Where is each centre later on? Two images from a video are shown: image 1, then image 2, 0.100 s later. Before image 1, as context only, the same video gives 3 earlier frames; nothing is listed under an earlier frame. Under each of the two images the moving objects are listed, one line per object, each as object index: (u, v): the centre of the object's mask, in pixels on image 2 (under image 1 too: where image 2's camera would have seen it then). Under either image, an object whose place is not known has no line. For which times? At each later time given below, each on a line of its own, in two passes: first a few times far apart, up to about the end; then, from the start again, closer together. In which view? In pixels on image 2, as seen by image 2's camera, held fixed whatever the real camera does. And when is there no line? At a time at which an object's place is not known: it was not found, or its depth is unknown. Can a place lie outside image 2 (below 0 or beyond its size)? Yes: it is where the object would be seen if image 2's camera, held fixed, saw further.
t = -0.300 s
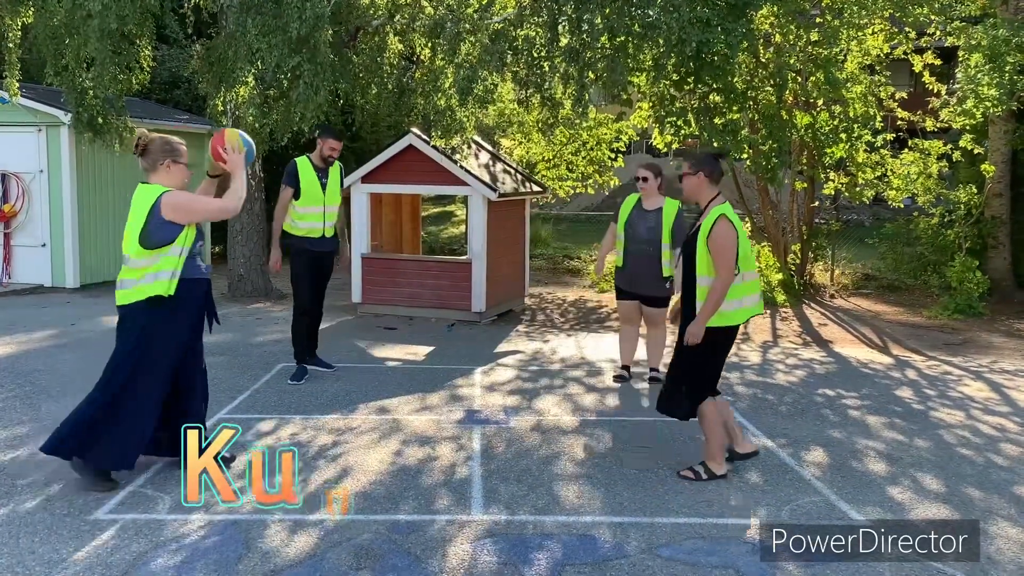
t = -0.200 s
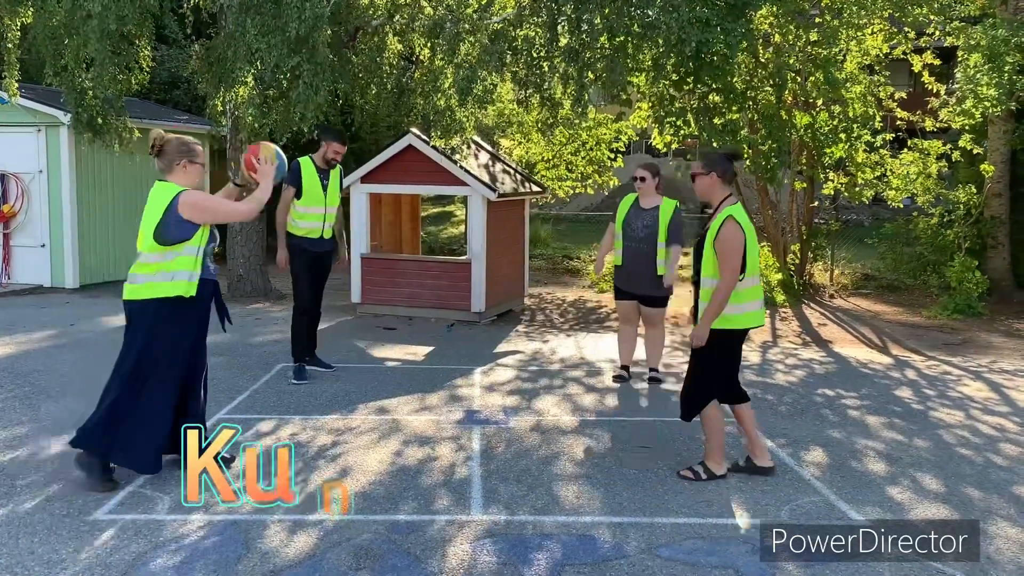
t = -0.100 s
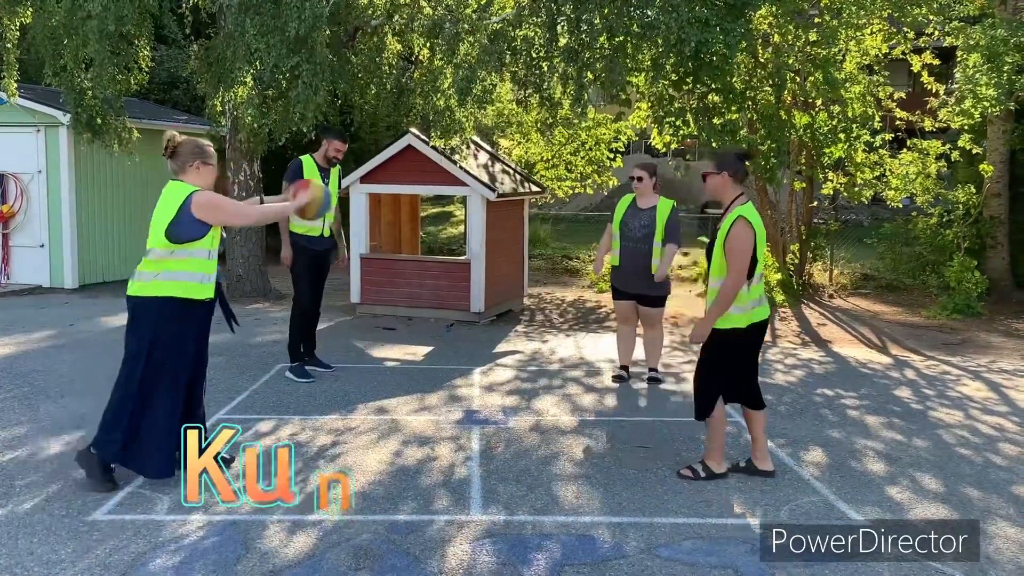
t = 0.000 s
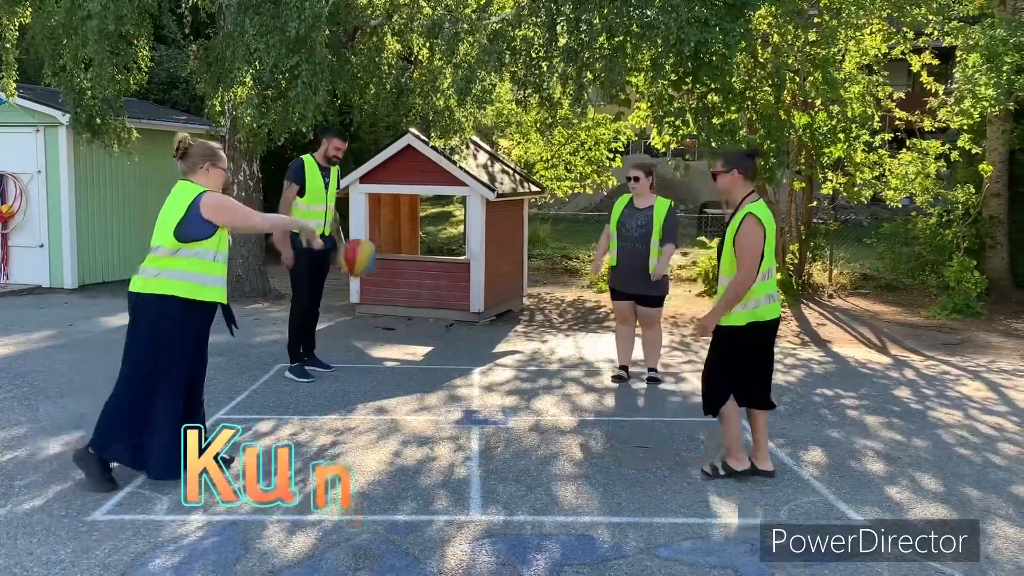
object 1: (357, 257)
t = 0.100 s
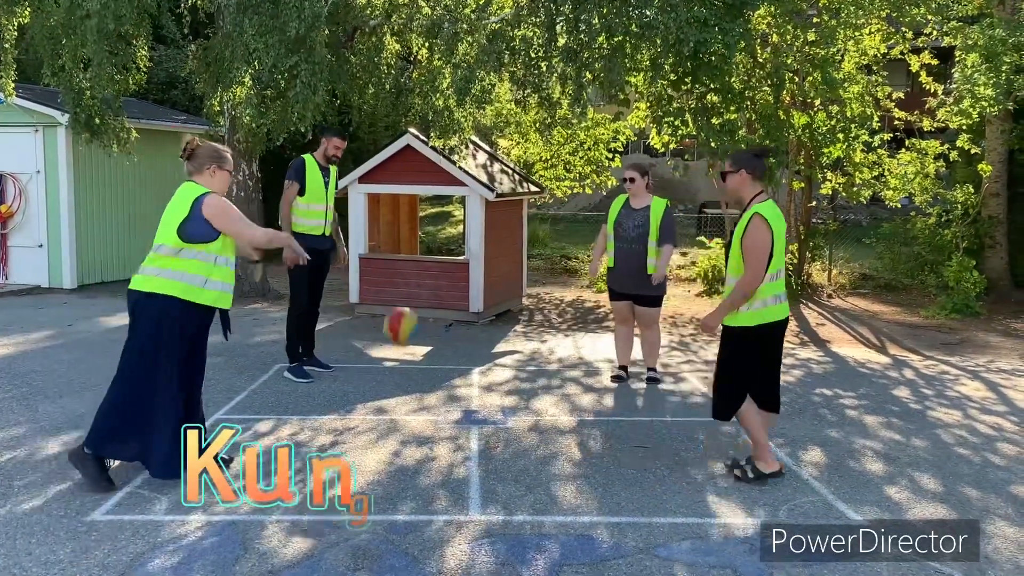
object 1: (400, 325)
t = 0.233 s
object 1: (449, 388)
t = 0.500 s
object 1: (505, 253)
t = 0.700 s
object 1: (543, 230)
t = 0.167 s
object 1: (426, 377)
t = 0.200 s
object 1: (440, 407)
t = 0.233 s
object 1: (449, 388)
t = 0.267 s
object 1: (456, 365)
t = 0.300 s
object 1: (463, 343)
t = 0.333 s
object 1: (470, 323)
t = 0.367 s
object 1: (478, 307)
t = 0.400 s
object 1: (485, 290)
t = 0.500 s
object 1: (505, 253)
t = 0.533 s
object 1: (511, 245)
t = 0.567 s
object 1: (518, 238)
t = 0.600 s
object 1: (524, 234)
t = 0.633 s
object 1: (530, 231)
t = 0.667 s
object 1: (536, 229)
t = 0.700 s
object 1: (543, 230)
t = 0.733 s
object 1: (548, 231)
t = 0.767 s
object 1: (553, 234)
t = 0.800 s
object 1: (559, 240)
